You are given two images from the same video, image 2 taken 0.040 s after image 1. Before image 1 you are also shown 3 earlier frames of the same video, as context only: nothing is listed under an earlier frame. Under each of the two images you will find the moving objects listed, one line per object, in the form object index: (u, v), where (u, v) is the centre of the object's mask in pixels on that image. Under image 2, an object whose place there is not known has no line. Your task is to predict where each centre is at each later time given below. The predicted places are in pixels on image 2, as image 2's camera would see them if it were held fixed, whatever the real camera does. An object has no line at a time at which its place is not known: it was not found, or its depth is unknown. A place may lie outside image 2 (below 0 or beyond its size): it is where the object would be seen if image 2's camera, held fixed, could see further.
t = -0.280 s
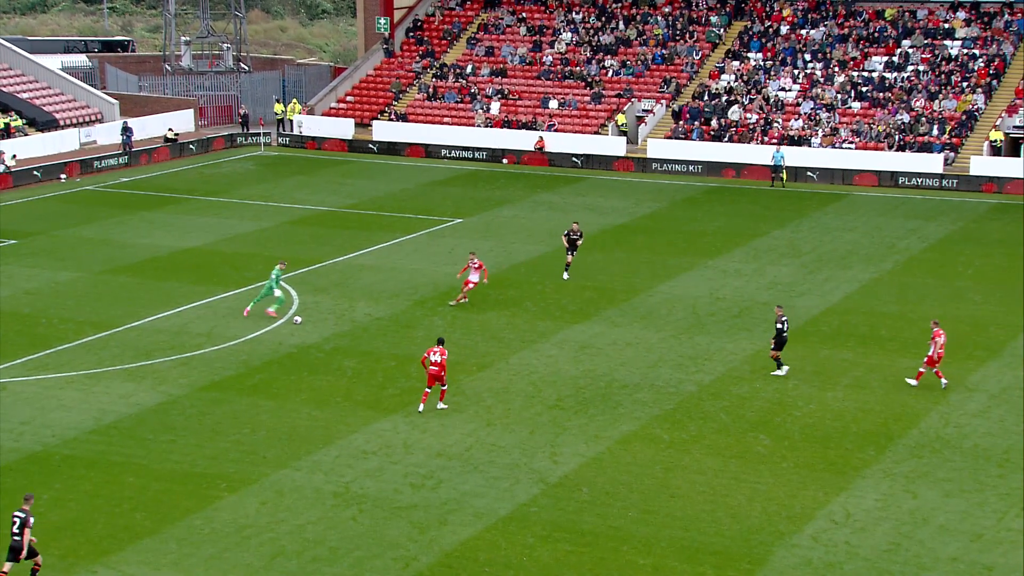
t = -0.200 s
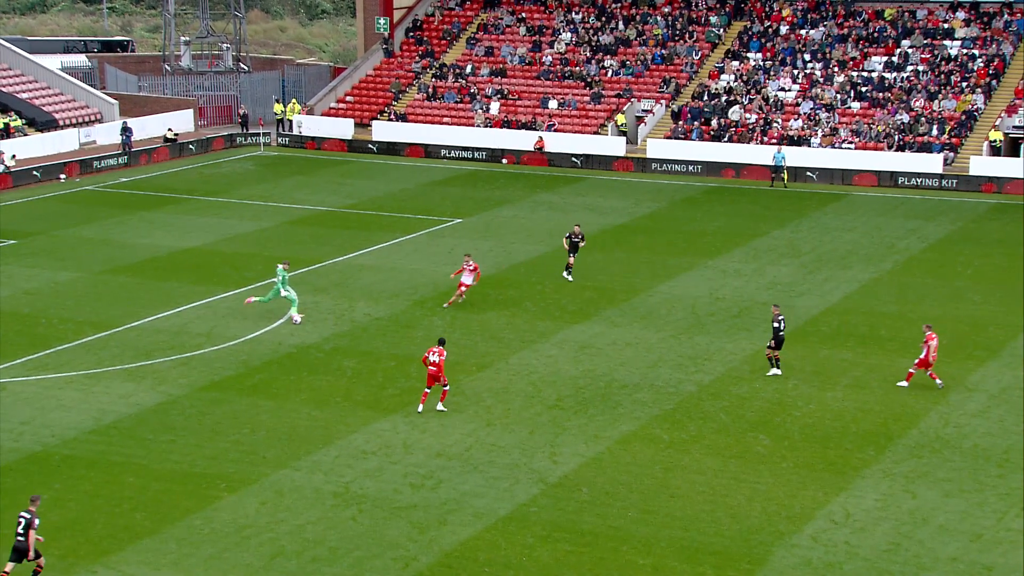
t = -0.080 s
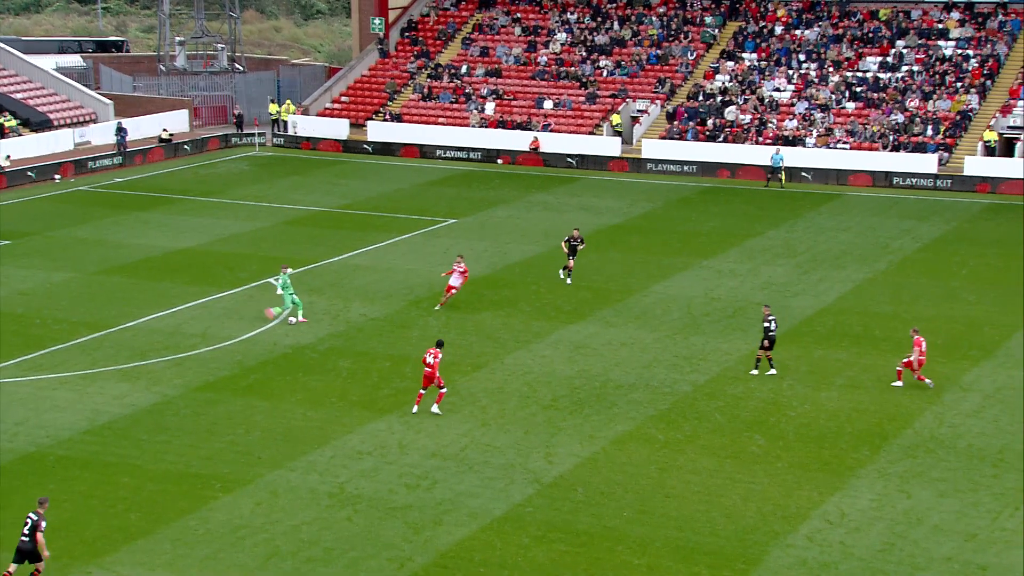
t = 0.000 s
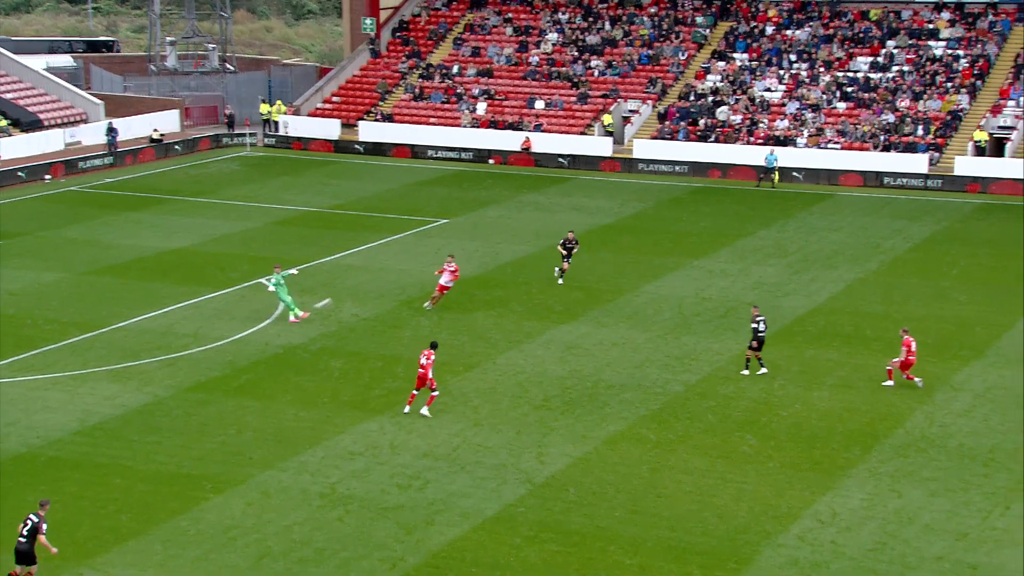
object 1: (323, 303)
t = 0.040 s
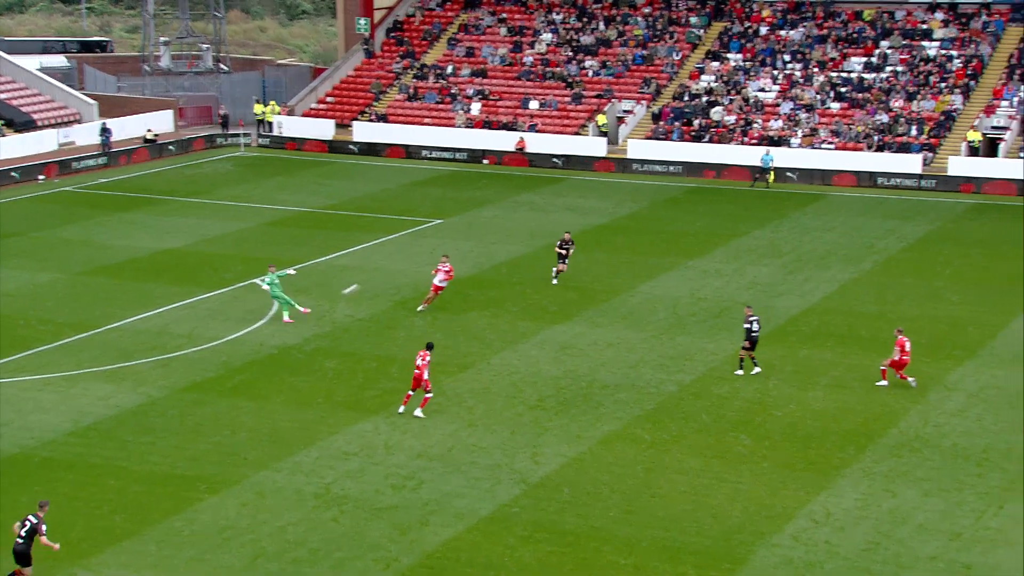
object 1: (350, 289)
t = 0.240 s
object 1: (507, 222)
